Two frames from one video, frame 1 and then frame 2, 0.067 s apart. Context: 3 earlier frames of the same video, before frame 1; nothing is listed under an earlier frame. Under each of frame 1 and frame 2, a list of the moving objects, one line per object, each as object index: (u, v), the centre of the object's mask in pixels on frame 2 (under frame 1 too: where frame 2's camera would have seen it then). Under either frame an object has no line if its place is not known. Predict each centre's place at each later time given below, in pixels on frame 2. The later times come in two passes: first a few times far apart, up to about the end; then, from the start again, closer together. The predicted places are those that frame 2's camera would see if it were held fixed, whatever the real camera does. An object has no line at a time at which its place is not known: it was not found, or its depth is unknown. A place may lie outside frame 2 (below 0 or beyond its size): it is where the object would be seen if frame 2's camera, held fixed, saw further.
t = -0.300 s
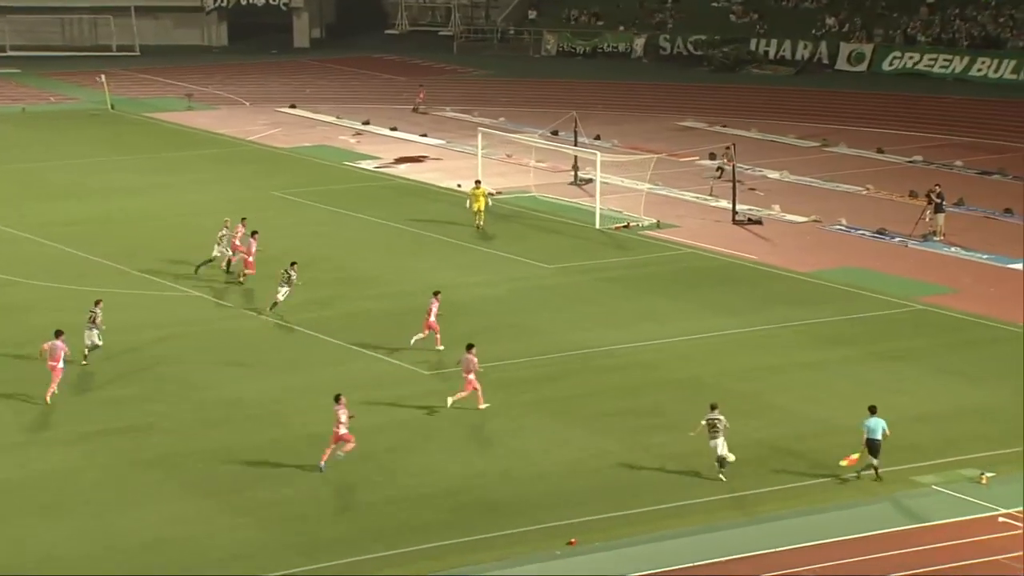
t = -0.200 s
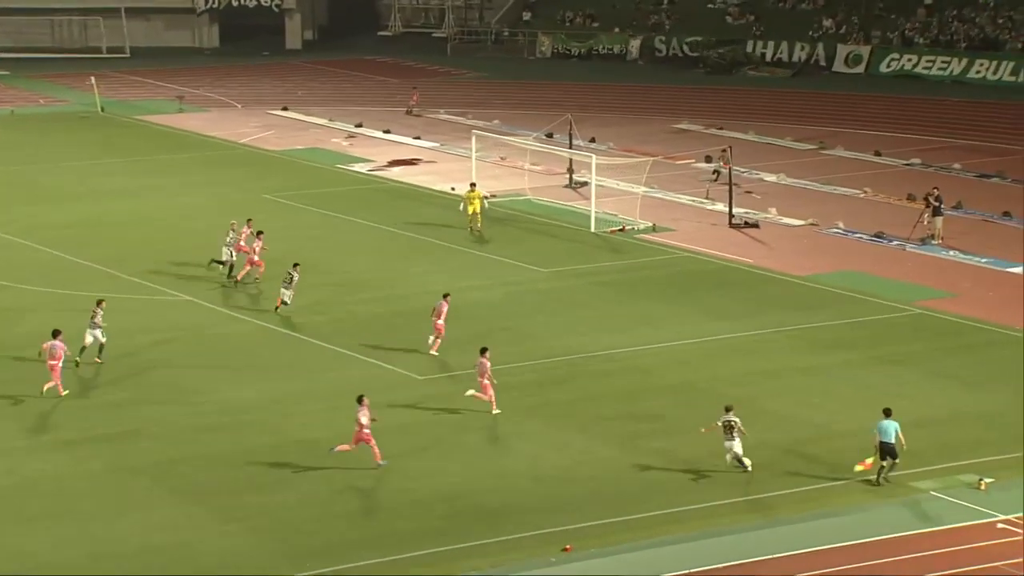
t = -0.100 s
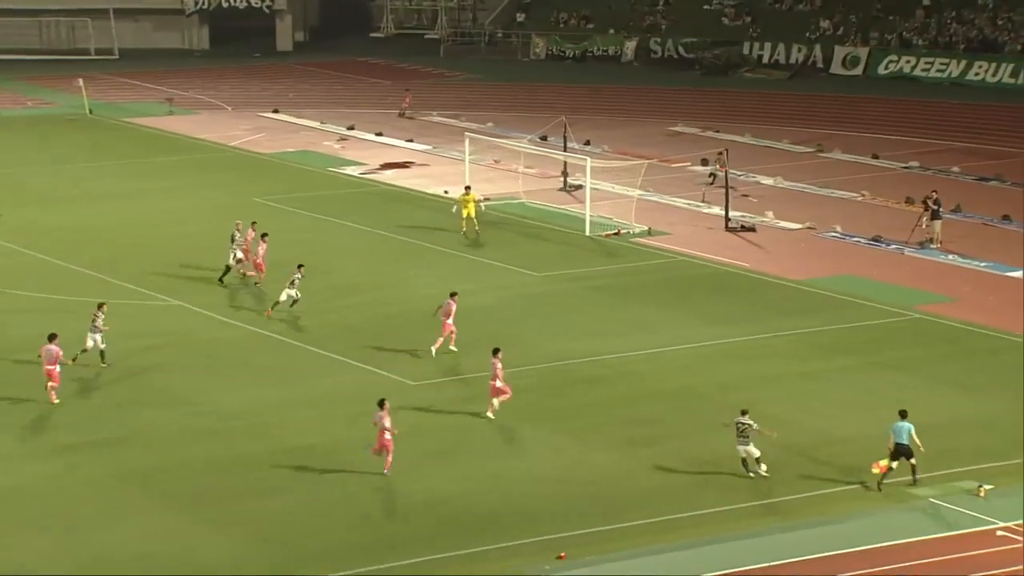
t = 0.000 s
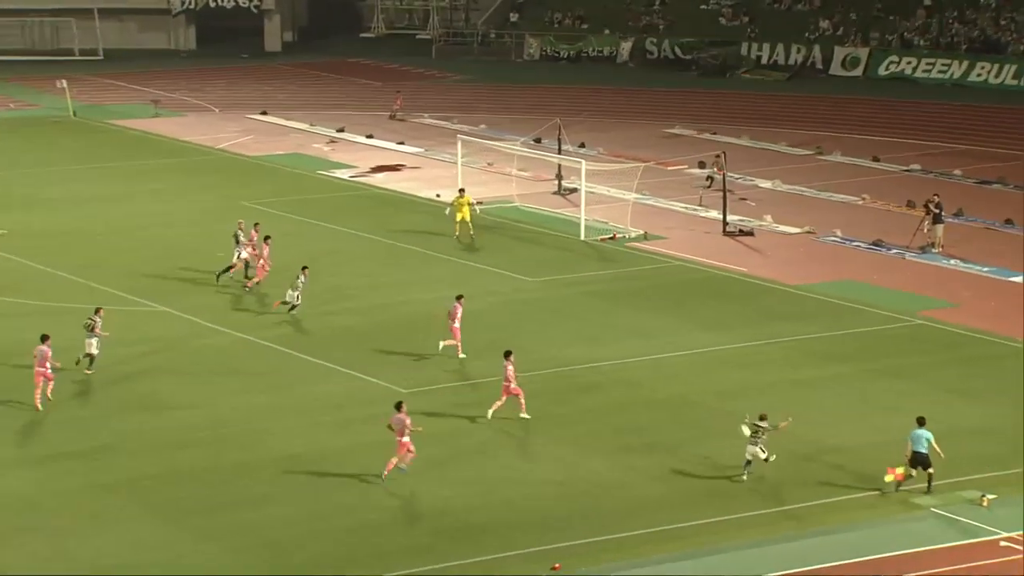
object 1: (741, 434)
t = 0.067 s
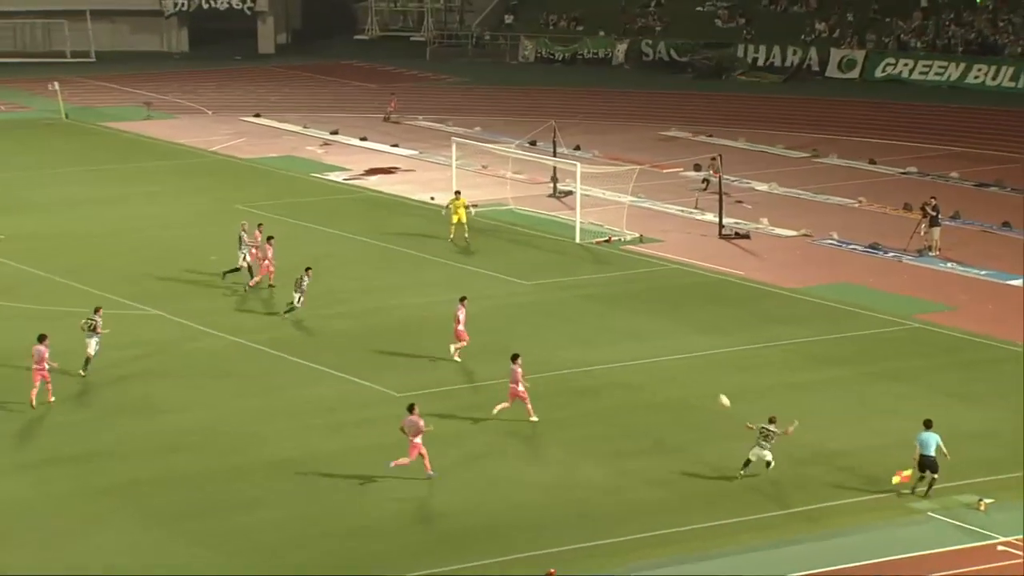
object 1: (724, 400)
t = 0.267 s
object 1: (668, 319)
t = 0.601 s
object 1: (568, 244)
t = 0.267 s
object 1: (668, 319)
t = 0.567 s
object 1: (578, 249)
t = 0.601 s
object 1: (568, 244)
